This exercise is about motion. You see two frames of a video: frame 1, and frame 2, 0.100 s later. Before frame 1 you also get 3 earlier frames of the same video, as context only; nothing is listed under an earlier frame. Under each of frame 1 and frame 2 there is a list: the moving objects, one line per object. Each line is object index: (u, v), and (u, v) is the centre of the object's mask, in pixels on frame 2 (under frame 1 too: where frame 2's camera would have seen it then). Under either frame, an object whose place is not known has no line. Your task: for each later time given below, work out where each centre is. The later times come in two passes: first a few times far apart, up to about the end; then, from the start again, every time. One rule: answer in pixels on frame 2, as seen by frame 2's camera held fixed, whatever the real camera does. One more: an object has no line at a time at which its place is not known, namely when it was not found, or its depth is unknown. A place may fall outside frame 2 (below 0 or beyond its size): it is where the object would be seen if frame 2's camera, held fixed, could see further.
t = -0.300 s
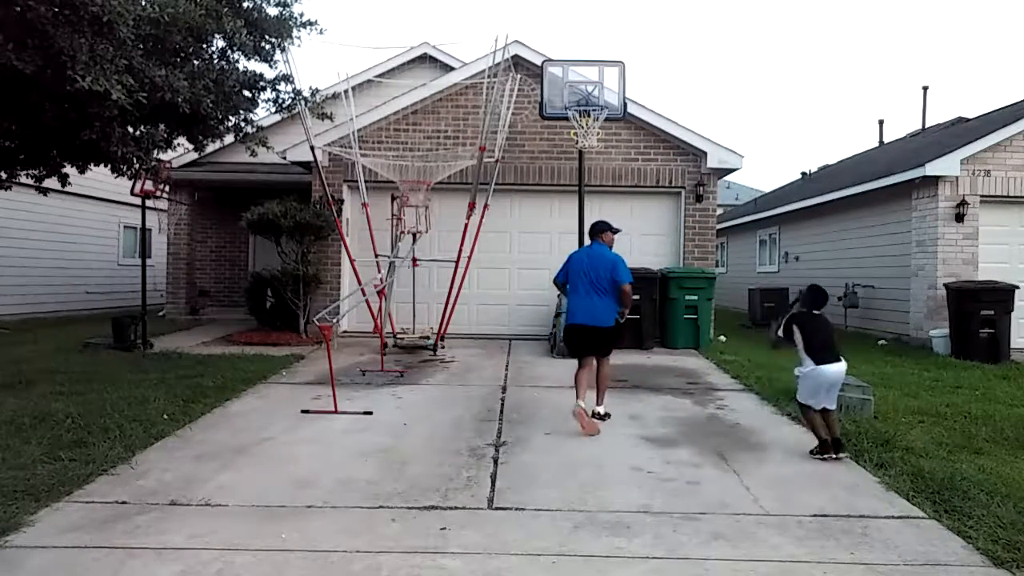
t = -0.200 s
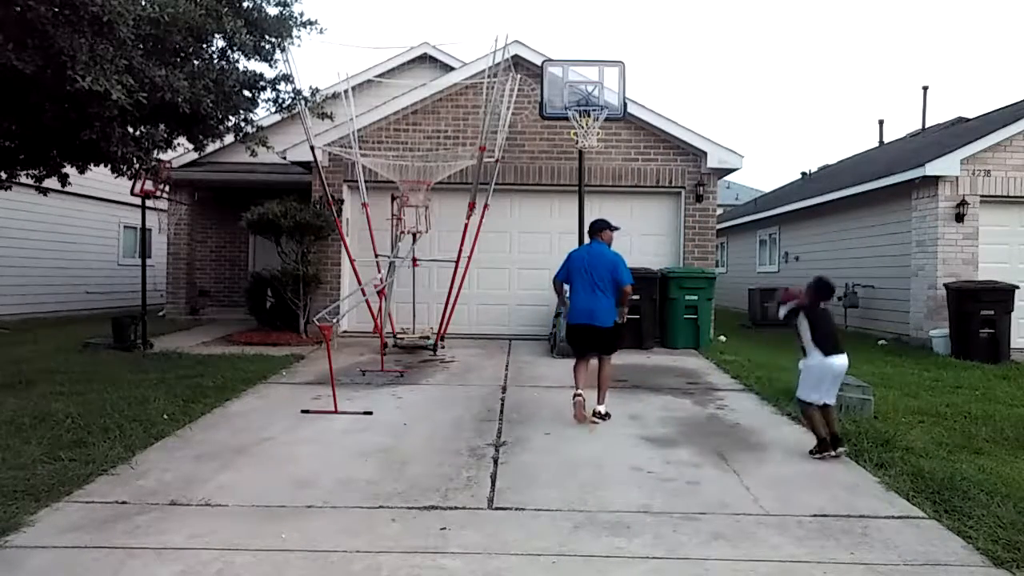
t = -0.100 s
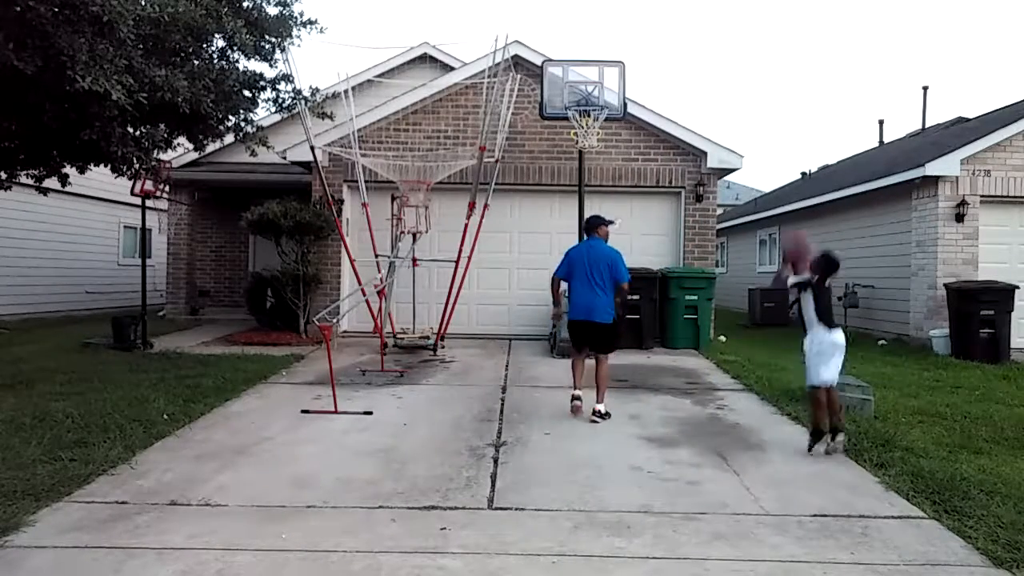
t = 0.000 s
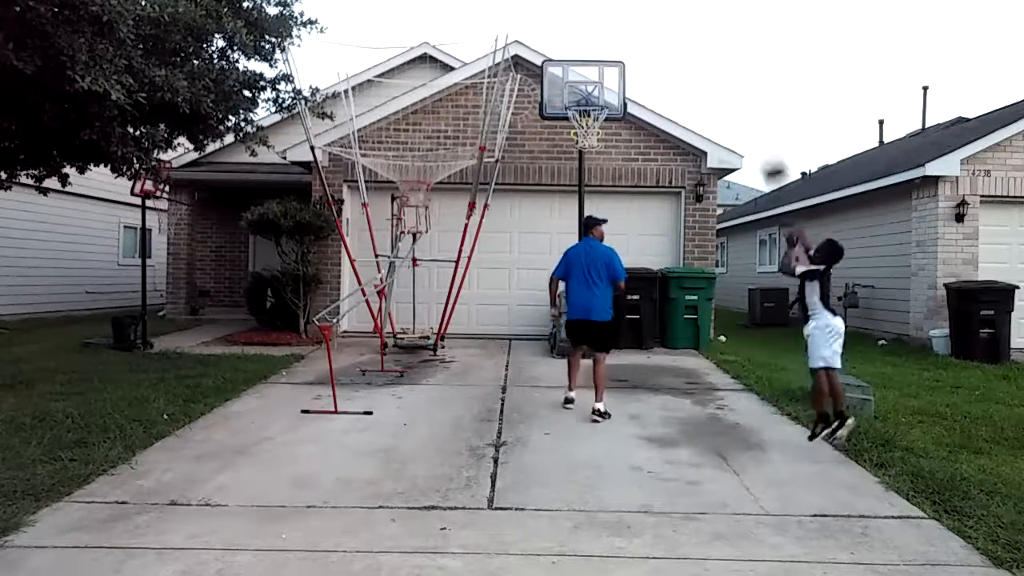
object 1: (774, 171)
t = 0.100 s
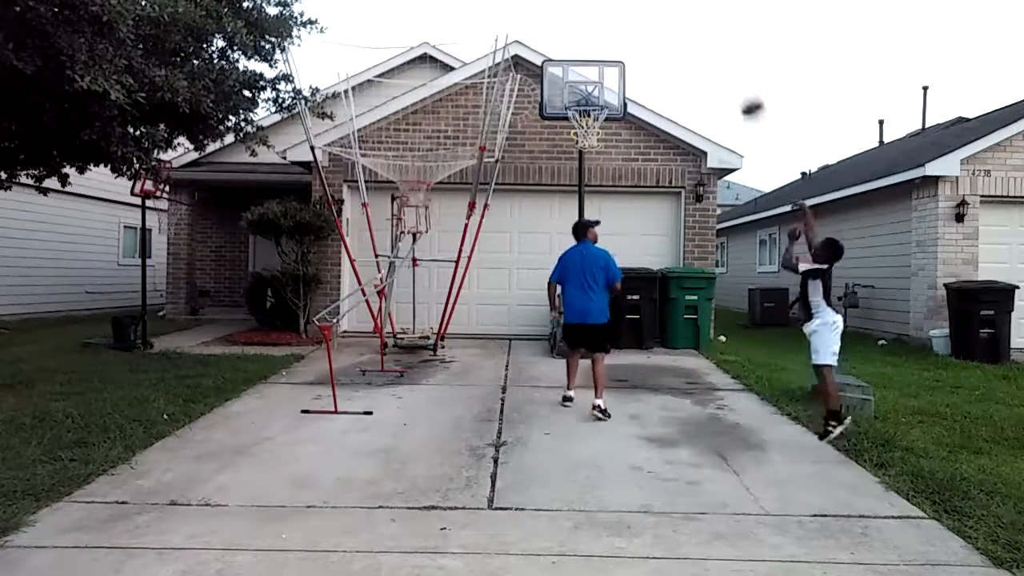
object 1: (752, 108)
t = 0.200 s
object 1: (731, 60)
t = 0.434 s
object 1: (687, 4)
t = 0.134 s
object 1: (745, 90)
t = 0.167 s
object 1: (738, 74)
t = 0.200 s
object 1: (731, 60)
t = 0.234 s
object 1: (725, 47)
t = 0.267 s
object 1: (718, 36)
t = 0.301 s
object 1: (712, 26)
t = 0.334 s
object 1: (706, 17)
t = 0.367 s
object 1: (700, 10)
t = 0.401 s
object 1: (694, 6)
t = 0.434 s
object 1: (687, 4)
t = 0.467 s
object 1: (682, 3)
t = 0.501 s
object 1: (676, 2)
